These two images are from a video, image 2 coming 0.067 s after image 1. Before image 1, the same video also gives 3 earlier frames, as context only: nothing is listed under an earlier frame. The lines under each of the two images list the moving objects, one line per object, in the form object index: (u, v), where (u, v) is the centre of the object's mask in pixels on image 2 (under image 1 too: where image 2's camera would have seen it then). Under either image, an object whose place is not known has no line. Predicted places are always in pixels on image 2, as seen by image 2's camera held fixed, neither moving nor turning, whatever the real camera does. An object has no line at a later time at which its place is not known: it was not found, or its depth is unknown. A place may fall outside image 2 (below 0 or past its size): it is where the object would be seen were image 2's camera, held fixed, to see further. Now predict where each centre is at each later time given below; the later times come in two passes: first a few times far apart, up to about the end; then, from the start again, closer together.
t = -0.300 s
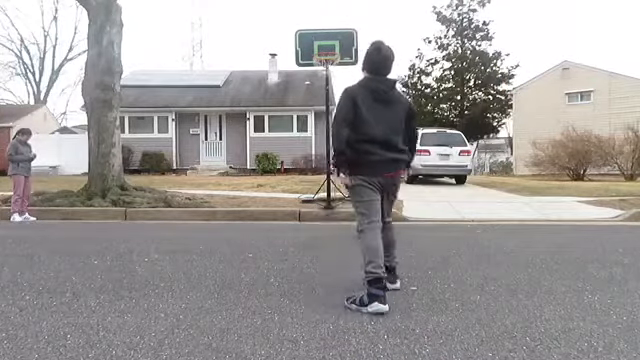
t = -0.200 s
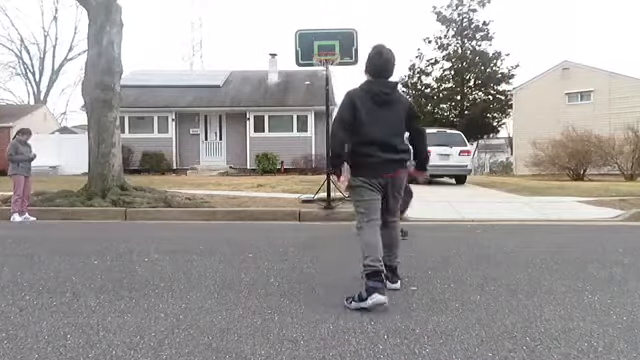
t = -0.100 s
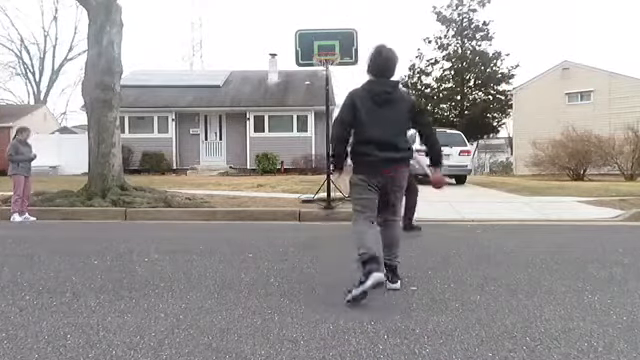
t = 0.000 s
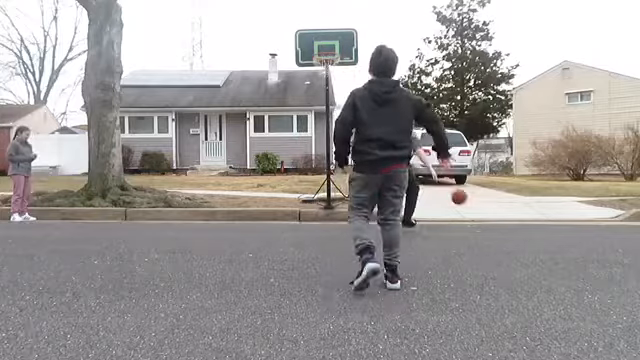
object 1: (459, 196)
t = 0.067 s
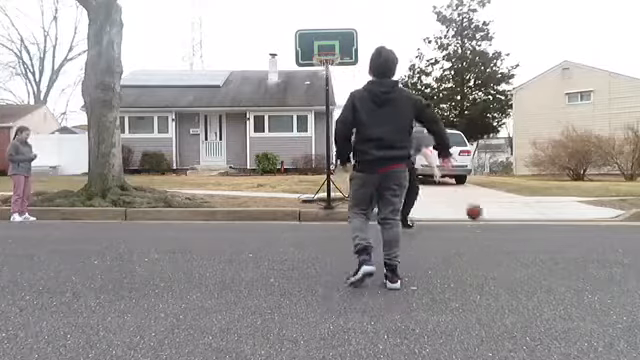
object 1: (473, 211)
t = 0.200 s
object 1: (504, 199)
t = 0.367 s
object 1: (543, 182)
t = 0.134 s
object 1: (489, 211)
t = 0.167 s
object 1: (496, 205)
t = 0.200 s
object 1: (504, 199)
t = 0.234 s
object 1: (511, 196)
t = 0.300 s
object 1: (527, 187)
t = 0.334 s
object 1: (535, 184)
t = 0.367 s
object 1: (543, 182)
